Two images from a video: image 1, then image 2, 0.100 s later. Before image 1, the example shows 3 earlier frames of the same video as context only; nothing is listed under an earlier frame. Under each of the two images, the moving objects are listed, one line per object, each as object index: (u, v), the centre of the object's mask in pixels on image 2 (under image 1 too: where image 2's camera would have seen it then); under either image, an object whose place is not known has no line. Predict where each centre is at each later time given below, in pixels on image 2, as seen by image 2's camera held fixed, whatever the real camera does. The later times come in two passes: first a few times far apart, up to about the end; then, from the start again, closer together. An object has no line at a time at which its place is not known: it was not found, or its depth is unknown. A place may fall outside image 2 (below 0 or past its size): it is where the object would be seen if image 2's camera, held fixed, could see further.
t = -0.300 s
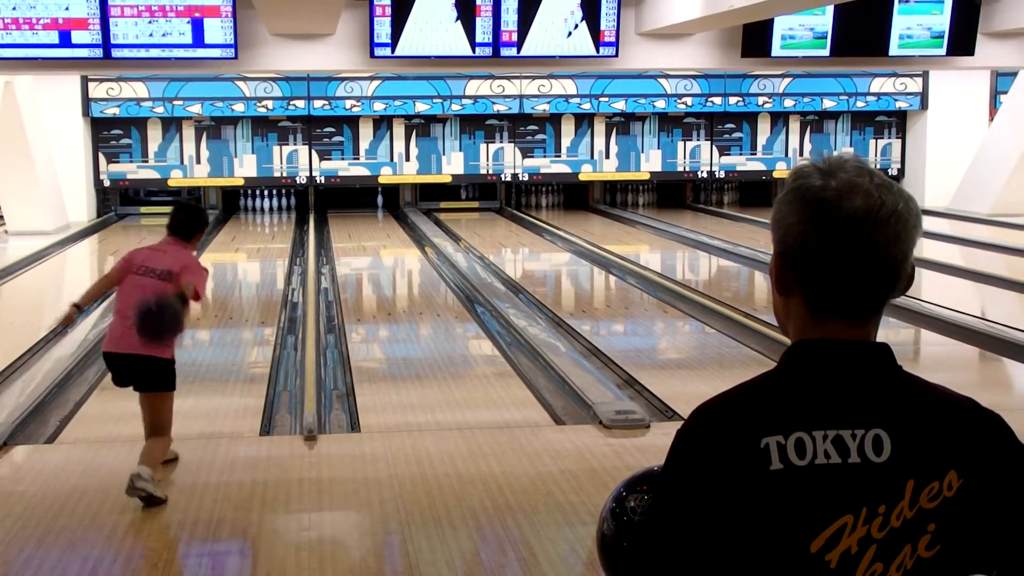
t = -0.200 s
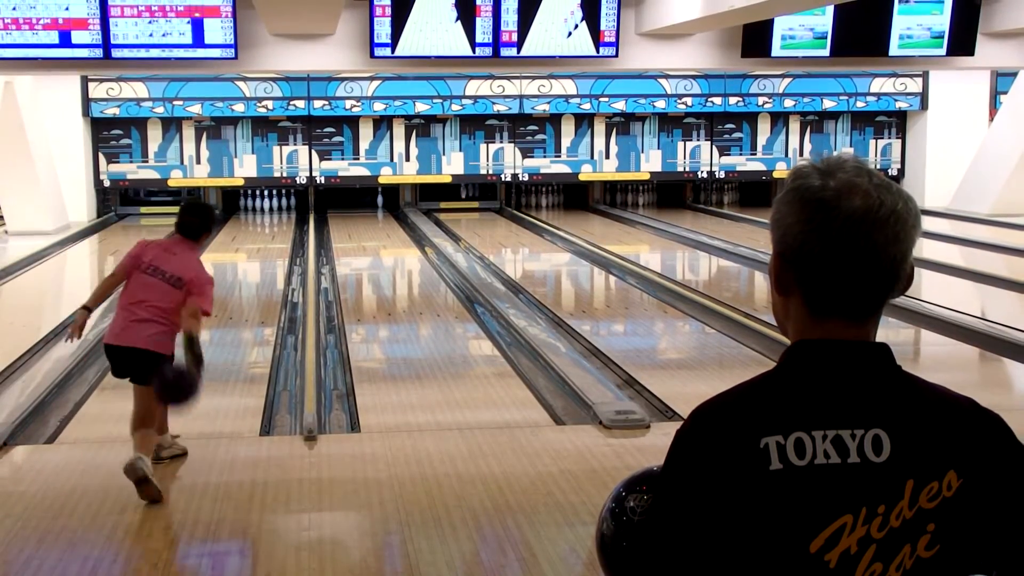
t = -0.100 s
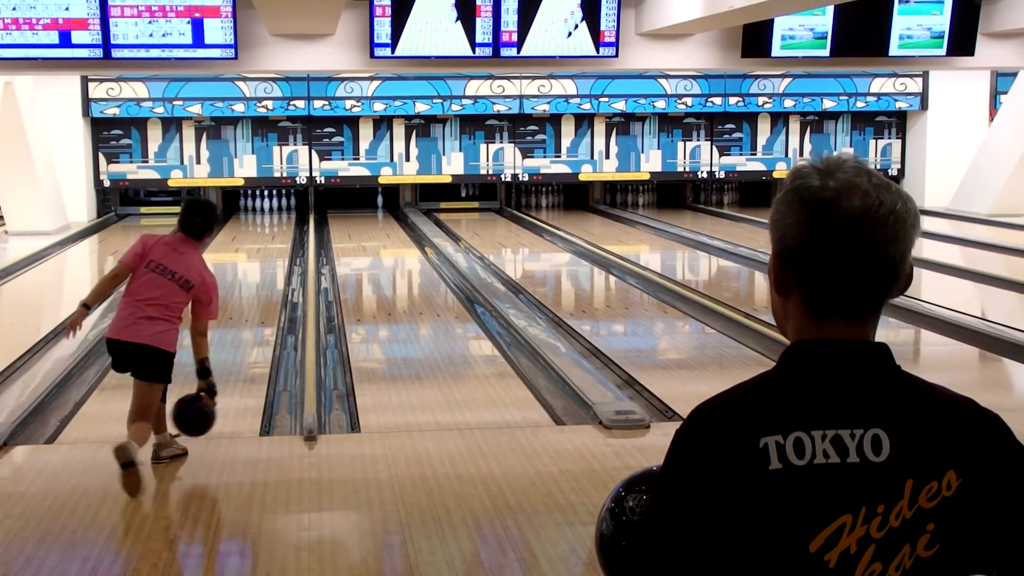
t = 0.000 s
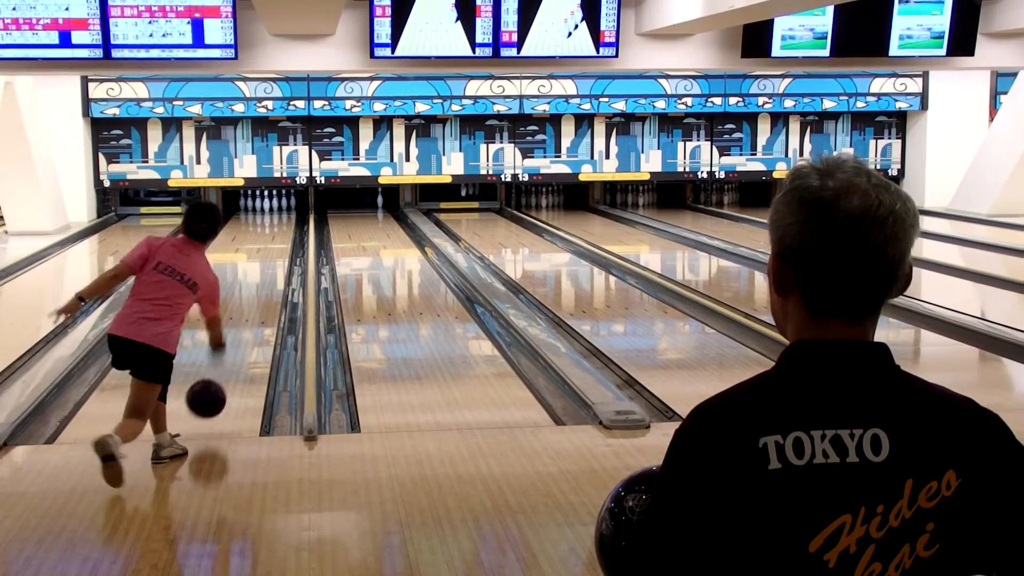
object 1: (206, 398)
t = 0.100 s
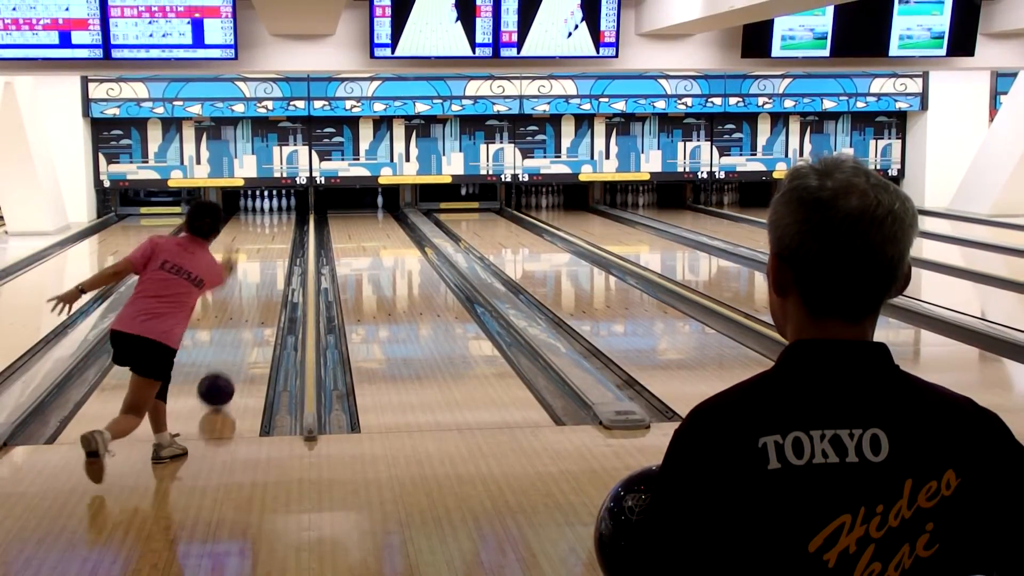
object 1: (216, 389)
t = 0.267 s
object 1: (228, 360)
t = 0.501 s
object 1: (242, 326)
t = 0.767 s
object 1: (252, 303)
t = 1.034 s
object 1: (260, 276)
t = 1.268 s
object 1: (265, 262)
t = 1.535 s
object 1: (269, 248)
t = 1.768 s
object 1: (272, 238)
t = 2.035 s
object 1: (274, 229)
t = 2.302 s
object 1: (275, 221)
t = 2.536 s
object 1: (274, 216)
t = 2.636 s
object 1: (272, 213)
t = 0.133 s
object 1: (218, 381)
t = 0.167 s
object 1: (221, 376)
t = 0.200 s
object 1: (224, 371)
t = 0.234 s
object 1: (226, 365)
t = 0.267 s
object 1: (228, 360)
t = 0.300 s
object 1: (231, 354)
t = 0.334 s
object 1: (233, 349)
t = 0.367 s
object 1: (235, 344)
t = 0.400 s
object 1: (236, 339)
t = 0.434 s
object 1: (238, 334)
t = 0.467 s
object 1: (240, 330)
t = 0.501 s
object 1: (242, 326)
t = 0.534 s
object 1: (243, 322)
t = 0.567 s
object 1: (245, 318)
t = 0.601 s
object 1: (246, 315)
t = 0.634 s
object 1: (248, 311)
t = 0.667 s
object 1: (249, 308)
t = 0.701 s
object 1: (250, 304)
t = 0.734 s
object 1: (251, 302)
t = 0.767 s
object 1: (252, 303)
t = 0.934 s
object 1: (258, 284)
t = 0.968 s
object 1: (259, 281)
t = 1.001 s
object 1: (259, 279)
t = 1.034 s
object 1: (260, 276)
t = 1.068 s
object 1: (261, 274)
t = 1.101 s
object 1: (262, 272)
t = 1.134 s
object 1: (263, 270)
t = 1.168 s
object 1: (263, 268)
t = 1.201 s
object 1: (264, 265)
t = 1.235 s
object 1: (265, 264)
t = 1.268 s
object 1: (265, 262)
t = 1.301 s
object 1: (266, 260)
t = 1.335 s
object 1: (266, 258)
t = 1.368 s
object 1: (267, 256)
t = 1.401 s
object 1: (268, 255)
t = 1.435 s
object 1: (268, 253)
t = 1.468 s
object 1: (269, 251)
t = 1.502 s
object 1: (269, 250)
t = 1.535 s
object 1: (269, 248)
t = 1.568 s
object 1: (270, 246)
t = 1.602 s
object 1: (271, 245)
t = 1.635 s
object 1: (271, 243)
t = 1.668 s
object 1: (271, 242)
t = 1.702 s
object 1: (272, 241)
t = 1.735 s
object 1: (272, 239)
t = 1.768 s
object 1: (272, 238)
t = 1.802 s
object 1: (273, 237)
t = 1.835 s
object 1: (273, 236)
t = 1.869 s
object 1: (273, 235)
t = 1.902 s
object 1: (274, 234)
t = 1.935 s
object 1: (274, 232)
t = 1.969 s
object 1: (274, 231)
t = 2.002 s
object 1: (274, 230)
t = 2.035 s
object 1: (274, 229)
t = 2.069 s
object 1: (275, 228)
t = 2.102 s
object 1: (275, 227)
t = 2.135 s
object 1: (275, 226)
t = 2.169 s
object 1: (275, 225)
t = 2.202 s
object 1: (275, 224)
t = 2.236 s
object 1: (275, 223)
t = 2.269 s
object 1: (275, 222)
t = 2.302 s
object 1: (275, 221)
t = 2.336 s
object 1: (275, 220)
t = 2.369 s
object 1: (275, 219)
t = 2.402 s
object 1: (275, 219)
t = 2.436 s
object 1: (275, 218)
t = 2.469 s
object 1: (274, 217)
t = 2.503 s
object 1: (274, 217)
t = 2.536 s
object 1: (274, 216)
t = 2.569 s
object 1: (273, 215)
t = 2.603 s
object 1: (273, 214)
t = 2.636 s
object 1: (272, 213)
